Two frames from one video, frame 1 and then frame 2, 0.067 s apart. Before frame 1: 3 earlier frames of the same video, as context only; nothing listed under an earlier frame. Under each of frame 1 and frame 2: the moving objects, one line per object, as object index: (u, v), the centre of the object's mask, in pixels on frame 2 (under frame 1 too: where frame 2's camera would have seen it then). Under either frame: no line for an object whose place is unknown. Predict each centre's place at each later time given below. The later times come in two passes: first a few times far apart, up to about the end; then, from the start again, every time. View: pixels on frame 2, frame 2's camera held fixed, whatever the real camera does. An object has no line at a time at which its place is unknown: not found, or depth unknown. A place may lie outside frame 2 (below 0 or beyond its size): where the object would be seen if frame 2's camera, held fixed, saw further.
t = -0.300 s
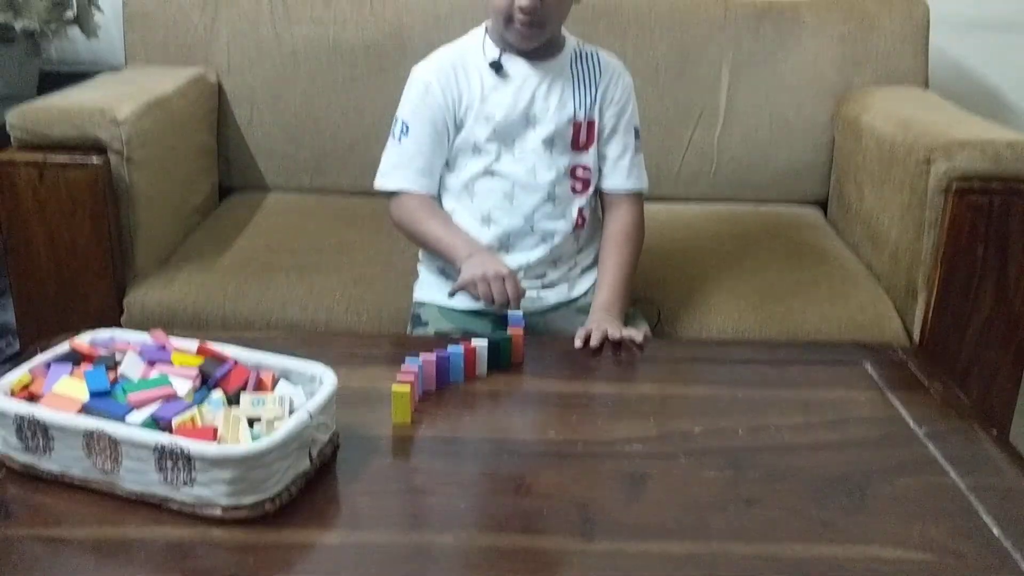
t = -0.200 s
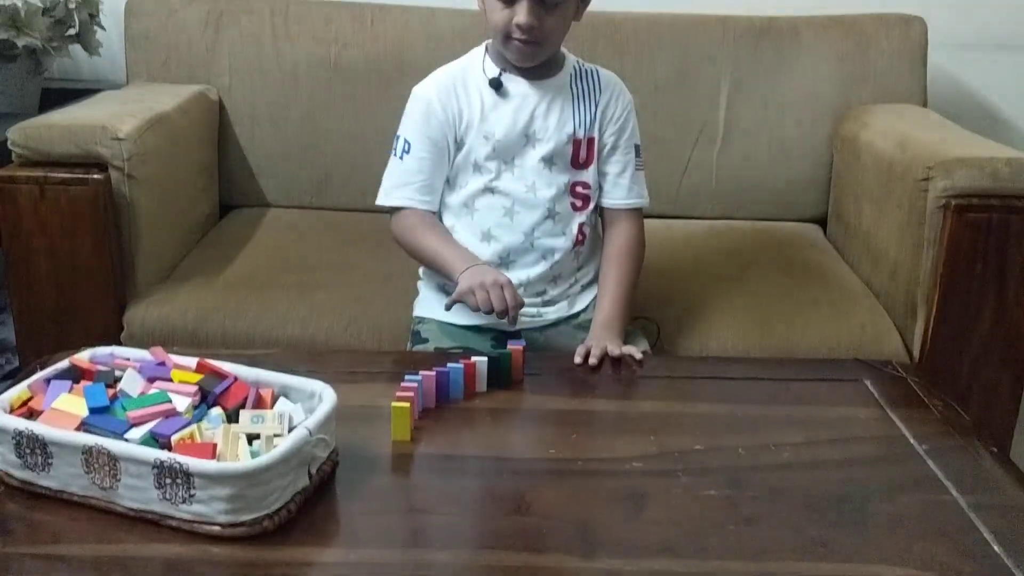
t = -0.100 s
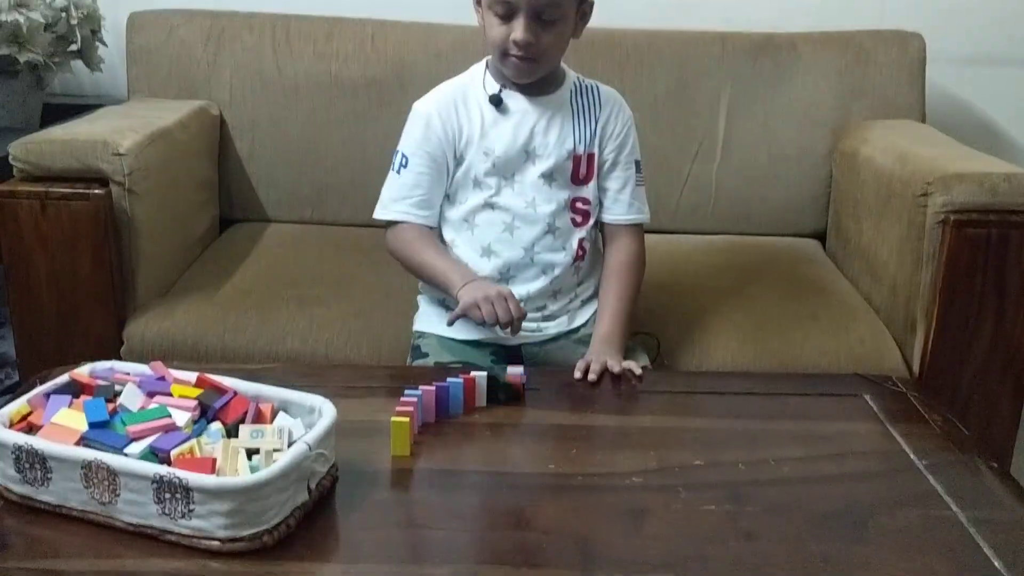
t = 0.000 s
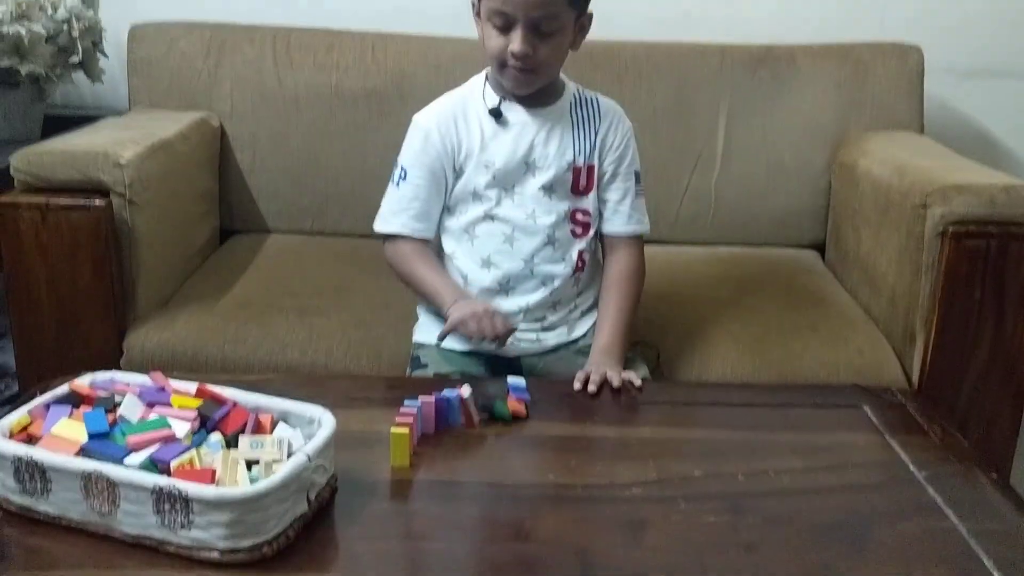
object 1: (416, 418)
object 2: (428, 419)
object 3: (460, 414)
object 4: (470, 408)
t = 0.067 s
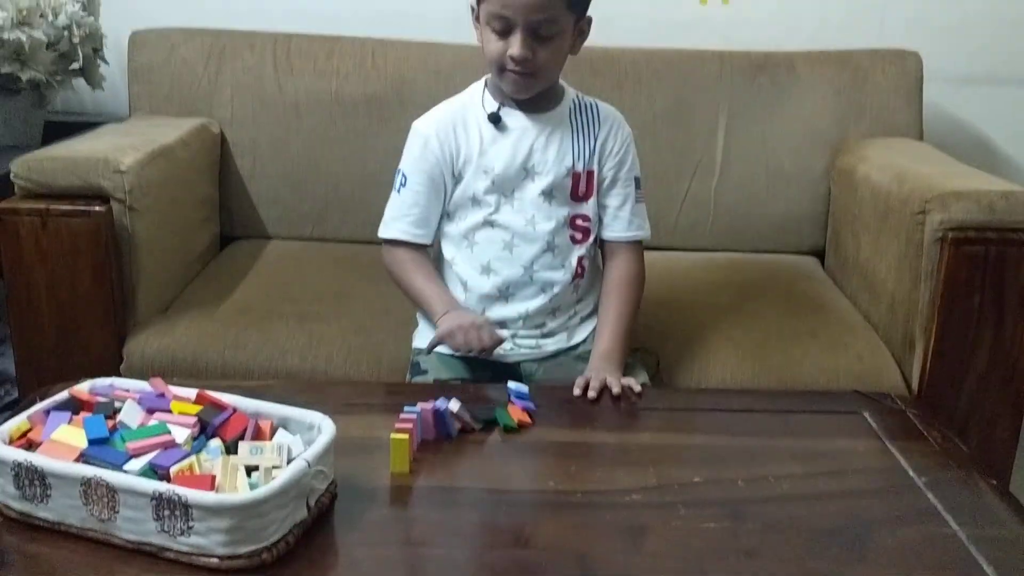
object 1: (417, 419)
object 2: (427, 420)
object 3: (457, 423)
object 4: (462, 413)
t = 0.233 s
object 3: (444, 422)
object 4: (459, 419)
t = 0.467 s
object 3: (443, 422)
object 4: (460, 419)
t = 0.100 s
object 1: (416, 420)
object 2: (425, 423)
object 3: (450, 422)
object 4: (460, 415)
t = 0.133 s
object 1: (403, 411)
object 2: (424, 428)
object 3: (448, 421)
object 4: (457, 417)
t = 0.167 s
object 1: (394, 419)
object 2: (416, 428)
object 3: (441, 421)
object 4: (459, 419)
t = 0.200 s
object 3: (443, 422)
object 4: (459, 419)
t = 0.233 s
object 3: (444, 422)
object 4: (459, 419)
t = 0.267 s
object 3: (443, 422)
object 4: (459, 419)
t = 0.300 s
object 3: (443, 422)
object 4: (460, 419)
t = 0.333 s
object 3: (443, 422)
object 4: (459, 419)
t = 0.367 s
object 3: (443, 422)
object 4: (460, 419)
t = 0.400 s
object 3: (443, 422)
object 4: (460, 419)
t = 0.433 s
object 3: (443, 422)
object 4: (460, 419)
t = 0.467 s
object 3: (443, 422)
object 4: (460, 419)
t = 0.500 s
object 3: (443, 422)
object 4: (459, 419)
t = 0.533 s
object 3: (443, 422)
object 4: (460, 419)
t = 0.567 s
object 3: (443, 422)
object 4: (459, 419)
